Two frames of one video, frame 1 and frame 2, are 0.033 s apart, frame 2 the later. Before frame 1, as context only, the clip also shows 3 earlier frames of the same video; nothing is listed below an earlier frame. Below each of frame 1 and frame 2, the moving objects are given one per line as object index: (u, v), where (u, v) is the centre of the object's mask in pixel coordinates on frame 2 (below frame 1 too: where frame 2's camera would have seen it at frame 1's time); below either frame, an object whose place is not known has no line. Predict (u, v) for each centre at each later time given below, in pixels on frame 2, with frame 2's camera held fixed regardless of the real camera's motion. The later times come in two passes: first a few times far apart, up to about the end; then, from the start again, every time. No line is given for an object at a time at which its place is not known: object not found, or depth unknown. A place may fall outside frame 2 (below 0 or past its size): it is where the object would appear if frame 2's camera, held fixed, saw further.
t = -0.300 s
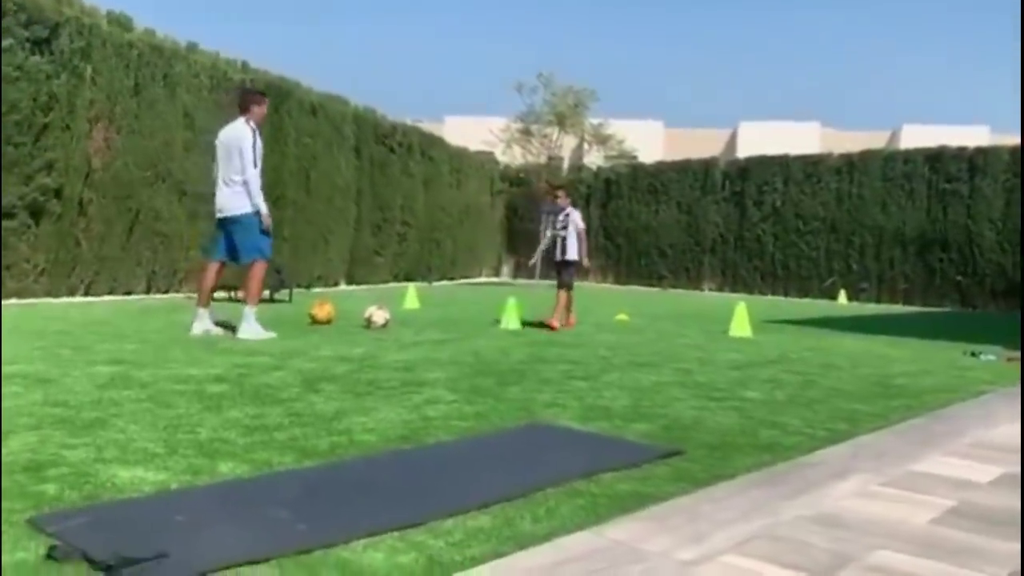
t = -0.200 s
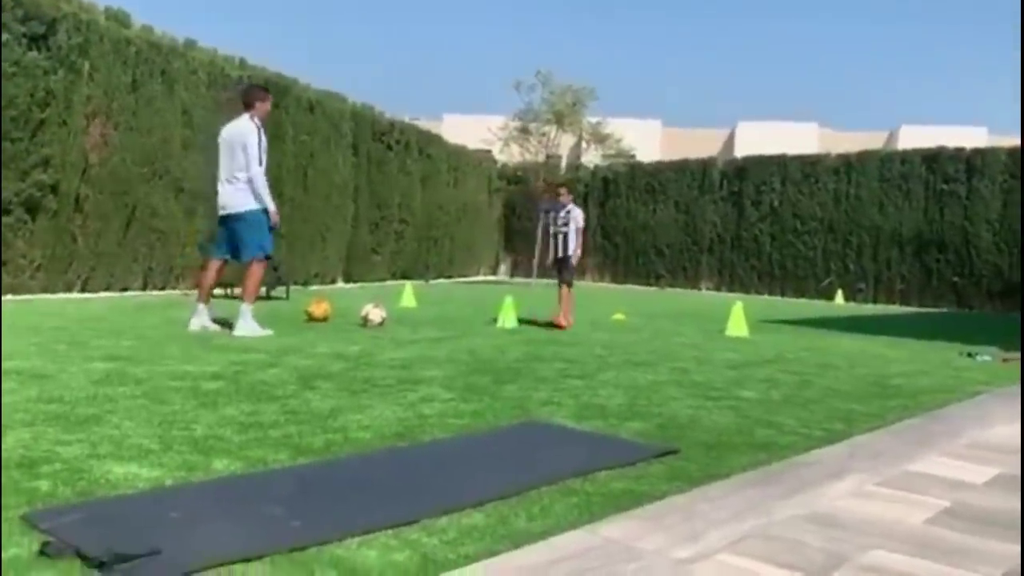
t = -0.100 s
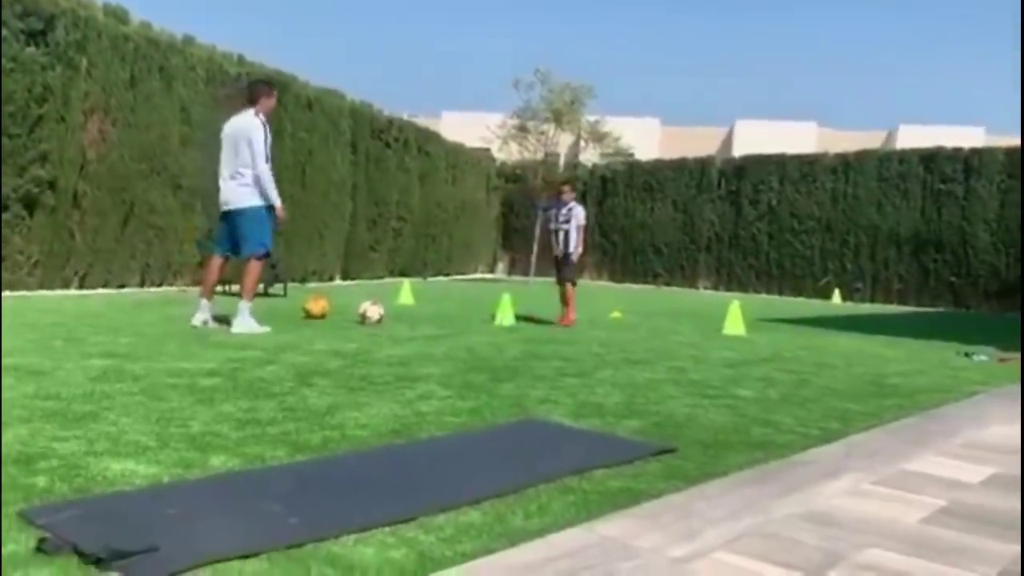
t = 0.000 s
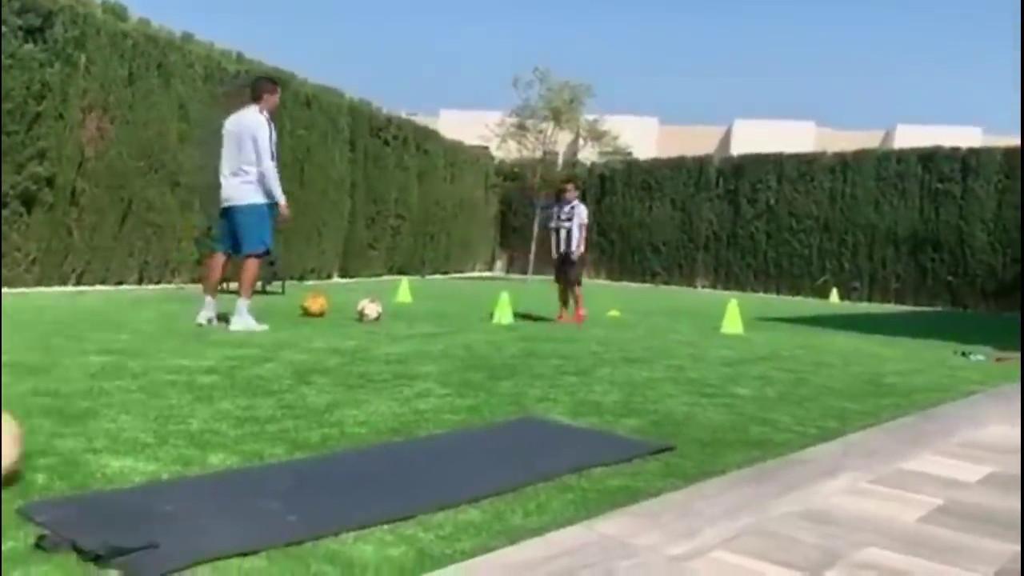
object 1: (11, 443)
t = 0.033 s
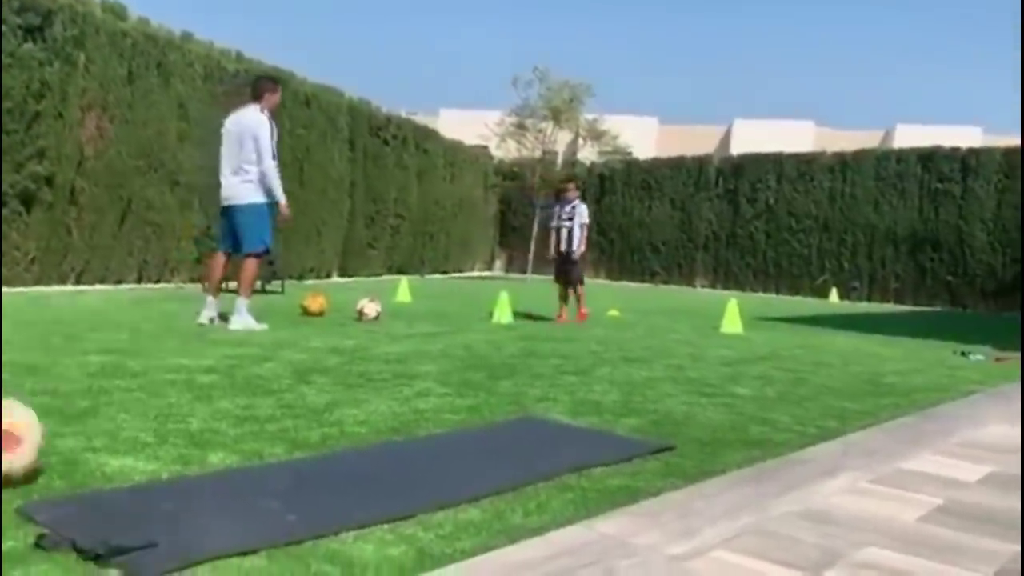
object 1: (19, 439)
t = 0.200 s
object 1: (100, 431)
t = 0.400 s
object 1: (202, 423)
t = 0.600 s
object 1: (284, 416)
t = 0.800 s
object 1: (351, 411)
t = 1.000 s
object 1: (405, 406)
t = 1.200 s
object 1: (448, 400)
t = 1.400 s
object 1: (481, 396)
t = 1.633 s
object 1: (509, 391)
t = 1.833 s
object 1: (528, 389)
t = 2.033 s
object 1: (540, 387)
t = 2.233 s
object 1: (545, 386)
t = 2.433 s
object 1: (547, 386)
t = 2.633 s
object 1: (545, 385)
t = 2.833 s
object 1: (544, 385)
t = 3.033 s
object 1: (544, 386)
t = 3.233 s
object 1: (545, 386)
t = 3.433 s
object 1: (545, 385)
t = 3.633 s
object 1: (545, 385)
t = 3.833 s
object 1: (546, 385)
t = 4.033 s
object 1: (545, 385)
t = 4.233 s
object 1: (546, 385)
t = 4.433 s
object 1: (546, 385)
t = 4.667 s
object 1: (545, 385)
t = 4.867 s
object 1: (546, 385)
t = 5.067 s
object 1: (545, 385)
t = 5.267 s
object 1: (546, 385)
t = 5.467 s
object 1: (546, 385)
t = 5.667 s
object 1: (545, 385)
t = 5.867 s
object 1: (545, 385)
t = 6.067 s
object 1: (545, 385)
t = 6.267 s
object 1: (544, 385)
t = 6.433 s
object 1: (544, 385)
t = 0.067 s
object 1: (30, 438)
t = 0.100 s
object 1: (42, 438)
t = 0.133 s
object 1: (60, 436)
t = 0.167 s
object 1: (80, 433)
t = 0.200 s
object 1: (100, 431)
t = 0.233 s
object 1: (119, 431)
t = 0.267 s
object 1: (137, 430)
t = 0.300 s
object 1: (154, 426)
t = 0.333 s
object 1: (170, 425)
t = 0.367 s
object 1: (187, 425)
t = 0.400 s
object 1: (202, 423)
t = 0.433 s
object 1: (217, 421)
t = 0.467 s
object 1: (232, 420)
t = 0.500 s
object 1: (245, 421)
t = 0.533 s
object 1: (259, 419)
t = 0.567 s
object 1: (272, 416)
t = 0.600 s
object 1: (284, 416)
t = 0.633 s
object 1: (296, 417)
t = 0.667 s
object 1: (307, 415)
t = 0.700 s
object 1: (319, 412)
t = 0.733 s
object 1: (330, 411)
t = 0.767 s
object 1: (340, 411)
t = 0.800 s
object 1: (351, 411)
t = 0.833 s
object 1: (360, 409)
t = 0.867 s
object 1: (369, 409)
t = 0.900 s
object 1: (378, 408)
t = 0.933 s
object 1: (388, 407)
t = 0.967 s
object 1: (396, 406)
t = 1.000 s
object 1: (405, 406)
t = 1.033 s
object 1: (413, 405)
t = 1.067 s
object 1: (420, 404)
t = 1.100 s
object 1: (427, 402)
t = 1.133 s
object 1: (434, 401)
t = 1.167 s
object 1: (441, 401)
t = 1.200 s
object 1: (448, 400)
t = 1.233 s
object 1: (454, 400)
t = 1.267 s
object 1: (460, 399)
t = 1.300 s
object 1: (465, 398)
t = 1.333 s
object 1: (471, 398)
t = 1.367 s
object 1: (476, 397)
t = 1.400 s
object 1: (481, 396)
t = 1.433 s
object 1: (485, 395)
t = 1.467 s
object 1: (490, 394)
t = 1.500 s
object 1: (494, 394)
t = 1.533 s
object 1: (497, 393)
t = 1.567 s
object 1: (501, 392)
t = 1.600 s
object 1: (505, 392)
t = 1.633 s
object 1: (509, 391)
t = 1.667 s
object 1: (513, 391)
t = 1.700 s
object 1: (516, 391)
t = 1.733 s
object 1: (518, 390)
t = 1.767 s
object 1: (522, 389)
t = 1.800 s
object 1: (524, 389)
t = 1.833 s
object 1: (528, 389)
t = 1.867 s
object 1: (530, 389)
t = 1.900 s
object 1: (532, 389)
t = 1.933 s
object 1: (535, 388)
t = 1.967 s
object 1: (536, 388)
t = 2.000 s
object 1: (539, 387)
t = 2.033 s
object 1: (540, 387)
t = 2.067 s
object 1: (541, 387)
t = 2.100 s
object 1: (542, 387)
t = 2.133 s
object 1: (543, 386)
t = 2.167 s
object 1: (543, 387)
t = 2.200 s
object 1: (544, 387)
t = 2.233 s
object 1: (545, 386)
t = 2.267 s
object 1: (545, 386)
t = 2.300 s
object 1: (545, 386)
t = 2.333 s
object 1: (546, 386)
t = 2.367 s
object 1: (546, 386)
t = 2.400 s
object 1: (547, 386)
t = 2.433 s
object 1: (547, 386)
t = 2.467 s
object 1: (547, 386)
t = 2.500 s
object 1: (547, 386)
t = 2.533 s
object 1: (546, 385)
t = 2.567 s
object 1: (546, 385)
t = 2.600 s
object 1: (545, 385)
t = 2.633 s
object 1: (545, 385)
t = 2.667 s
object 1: (544, 386)
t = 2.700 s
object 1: (544, 386)
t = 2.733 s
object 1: (544, 386)
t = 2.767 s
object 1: (543, 386)
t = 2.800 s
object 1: (544, 385)
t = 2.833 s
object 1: (544, 385)
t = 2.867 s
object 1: (544, 386)
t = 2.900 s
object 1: (544, 385)
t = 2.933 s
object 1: (544, 386)
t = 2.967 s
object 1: (544, 386)
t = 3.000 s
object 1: (544, 386)
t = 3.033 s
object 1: (544, 386)
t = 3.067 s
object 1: (544, 386)
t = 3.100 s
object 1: (544, 386)
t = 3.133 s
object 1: (544, 386)
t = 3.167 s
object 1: (544, 386)
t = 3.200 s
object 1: (544, 386)
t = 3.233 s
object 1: (545, 386)
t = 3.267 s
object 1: (545, 386)
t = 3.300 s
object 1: (545, 385)
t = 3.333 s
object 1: (545, 385)
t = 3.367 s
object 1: (545, 385)
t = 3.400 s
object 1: (545, 385)
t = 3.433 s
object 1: (545, 385)
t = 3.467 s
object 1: (545, 385)
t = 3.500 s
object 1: (545, 385)
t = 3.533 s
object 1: (545, 385)
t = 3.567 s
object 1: (546, 385)
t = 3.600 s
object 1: (546, 385)
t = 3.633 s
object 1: (545, 385)
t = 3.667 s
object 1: (546, 385)
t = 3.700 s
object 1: (545, 386)
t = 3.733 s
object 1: (545, 386)
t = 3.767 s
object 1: (545, 385)
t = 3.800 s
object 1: (546, 385)
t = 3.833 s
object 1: (546, 385)
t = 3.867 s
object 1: (546, 385)
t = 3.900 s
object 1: (546, 385)
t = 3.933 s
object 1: (546, 385)
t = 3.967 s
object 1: (546, 385)
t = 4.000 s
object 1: (545, 385)
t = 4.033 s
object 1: (545, 385)
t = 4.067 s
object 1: (545, 386)
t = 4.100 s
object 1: (546, 385)
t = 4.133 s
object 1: (546, 385)
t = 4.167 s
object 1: (546, 385)
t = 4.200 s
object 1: (546, 385)
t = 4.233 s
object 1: (546, 385)
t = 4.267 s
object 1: (546, 385)
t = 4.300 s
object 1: (546, 385)
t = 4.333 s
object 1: (546, 385)
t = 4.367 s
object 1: (546, 385)
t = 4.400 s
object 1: (546, 385)
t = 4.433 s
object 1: (546, 385)
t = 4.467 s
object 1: (546, 385)
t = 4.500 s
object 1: (546, 384)
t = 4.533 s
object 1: (546, 385)
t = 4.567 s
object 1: (546, 385)
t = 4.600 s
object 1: (545, 385)
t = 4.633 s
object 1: (545, 385)
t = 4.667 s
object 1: (545, 385)
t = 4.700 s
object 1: (545, 385)
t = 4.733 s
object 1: (545, 385)
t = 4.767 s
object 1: (545, 385)
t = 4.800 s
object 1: (546, 385)
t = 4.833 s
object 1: (546, 385)
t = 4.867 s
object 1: (546, 385)
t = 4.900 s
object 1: (545, 385)
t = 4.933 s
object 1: (546, 385)
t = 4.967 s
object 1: (546, 385)
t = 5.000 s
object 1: (545, 385)
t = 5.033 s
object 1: (545, 385)
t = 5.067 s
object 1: (545, 385)
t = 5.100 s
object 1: (546, 385)
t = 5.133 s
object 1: (545, 385)
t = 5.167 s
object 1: (545, 385)
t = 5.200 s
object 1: (545, 385)
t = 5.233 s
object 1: (545, 385)
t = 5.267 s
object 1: (546, 385)
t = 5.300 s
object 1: (546, 385)
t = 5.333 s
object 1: (546, 385)
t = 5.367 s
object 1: (546, 385)
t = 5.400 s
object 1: (546, 385)
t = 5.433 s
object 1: (546, 385)
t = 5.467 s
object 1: (546, 385)
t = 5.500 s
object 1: (545, 385)
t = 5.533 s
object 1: (545, 385)
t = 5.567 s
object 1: (545, 385)
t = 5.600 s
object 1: (545, 385)
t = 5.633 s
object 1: (545, 385)
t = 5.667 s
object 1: (545, 385)
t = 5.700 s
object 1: (545, 385)
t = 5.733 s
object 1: (545, 385)
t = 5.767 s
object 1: (545, 385)
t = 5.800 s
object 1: (546, 385)
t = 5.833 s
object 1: (546, 385)
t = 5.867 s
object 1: (545, 385)
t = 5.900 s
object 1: (545, 385)
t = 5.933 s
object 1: (545, 385)
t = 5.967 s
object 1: (545, 385)
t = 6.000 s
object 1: (545, 385)
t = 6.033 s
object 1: (545, 385)
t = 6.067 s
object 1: (545, 385)
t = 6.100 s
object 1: (544, 385)
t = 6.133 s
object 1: (544, 385)
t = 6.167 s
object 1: (544, 385)
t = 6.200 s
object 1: (544, 385)
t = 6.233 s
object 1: (544, 385)
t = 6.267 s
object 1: (544, 385)
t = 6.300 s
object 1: (544, 385)
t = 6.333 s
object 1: (544, 385)
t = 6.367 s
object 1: (544, 385)
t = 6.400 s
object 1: (544, 385)
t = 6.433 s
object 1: (544, 385)
